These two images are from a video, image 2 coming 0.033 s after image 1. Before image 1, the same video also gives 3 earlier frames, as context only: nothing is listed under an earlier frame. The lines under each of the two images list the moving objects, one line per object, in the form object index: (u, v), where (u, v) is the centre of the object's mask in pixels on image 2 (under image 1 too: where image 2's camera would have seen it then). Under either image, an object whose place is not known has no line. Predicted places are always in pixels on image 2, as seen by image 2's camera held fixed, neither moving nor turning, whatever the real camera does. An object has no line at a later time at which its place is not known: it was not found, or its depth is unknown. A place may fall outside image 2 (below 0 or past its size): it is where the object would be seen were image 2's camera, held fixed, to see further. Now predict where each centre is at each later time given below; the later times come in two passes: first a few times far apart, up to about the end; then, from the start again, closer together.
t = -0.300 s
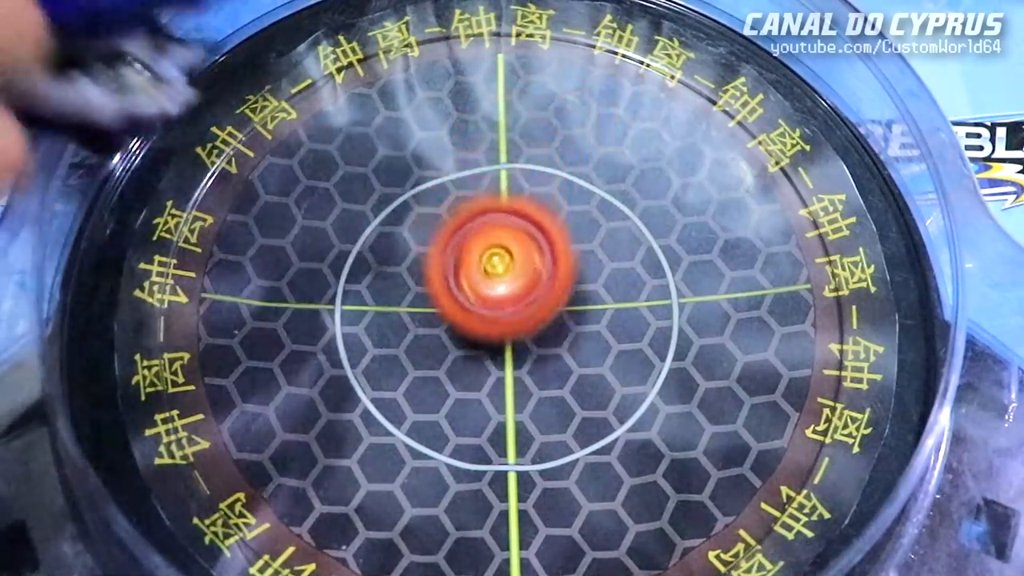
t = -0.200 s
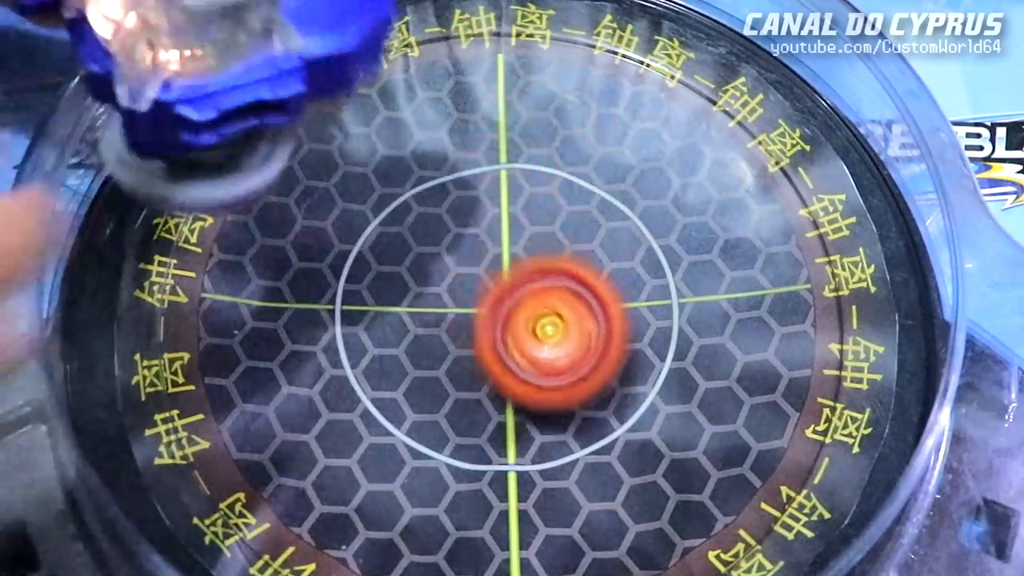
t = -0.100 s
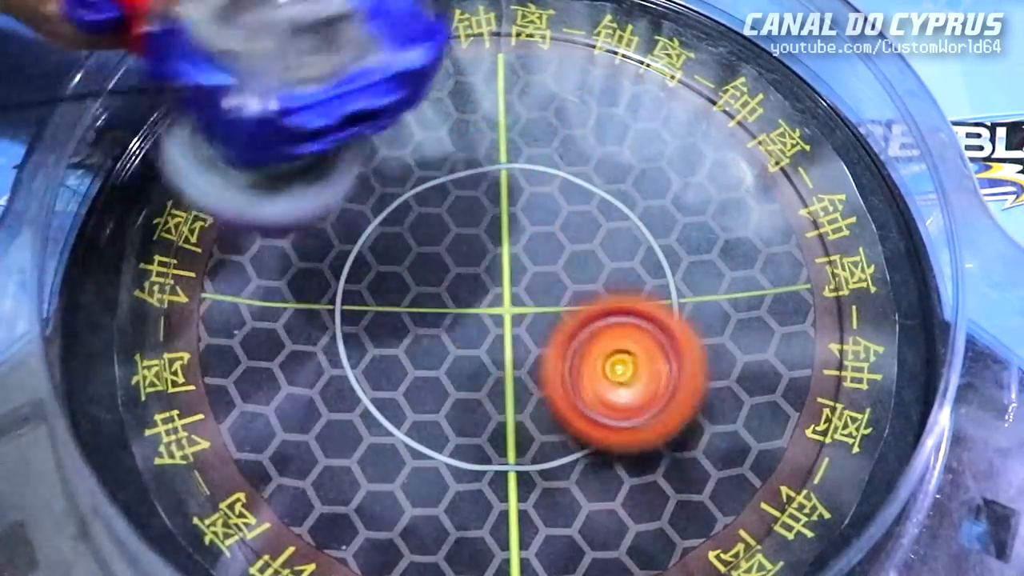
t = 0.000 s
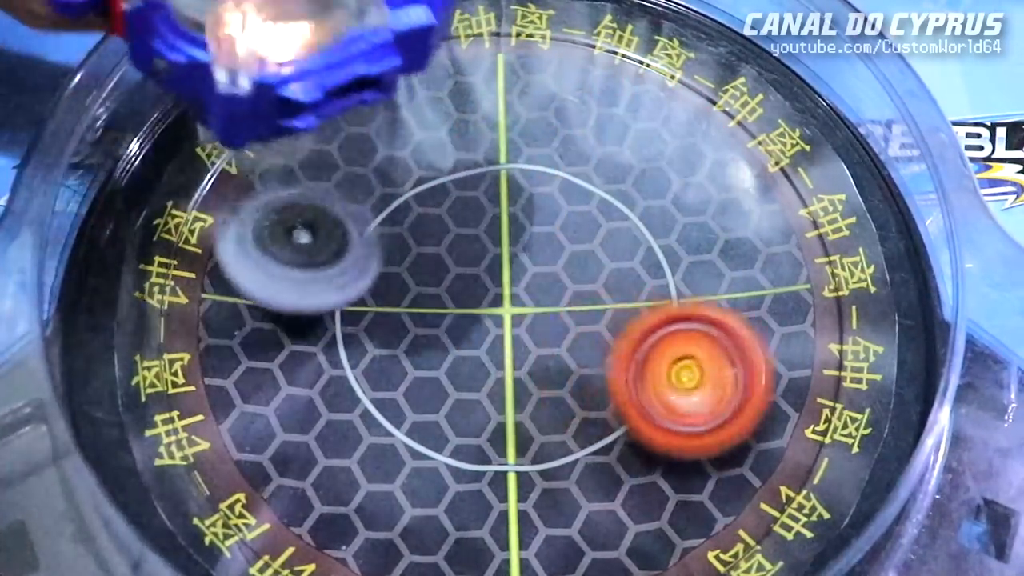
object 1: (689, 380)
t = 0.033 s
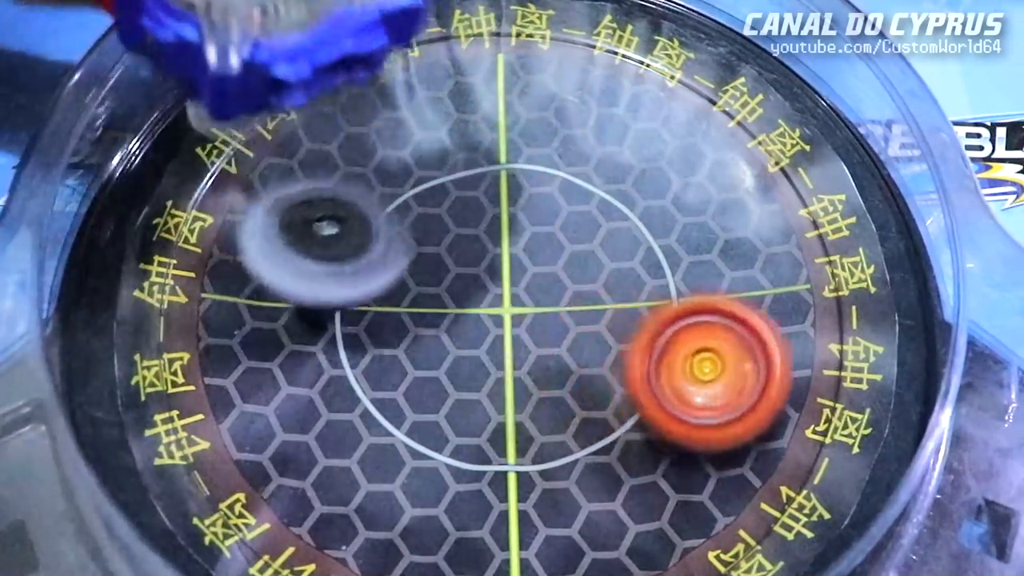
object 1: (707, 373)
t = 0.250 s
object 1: (785, 275)
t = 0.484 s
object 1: (827, 145)
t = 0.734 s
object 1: (617, 227)
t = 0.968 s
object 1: (420, 388)
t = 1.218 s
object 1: (463, 517)
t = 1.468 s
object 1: (586, 427)
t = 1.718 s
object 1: (522, 539)
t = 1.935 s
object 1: (479, 488)
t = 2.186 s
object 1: (392, 520)
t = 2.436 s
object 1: (410, 434)
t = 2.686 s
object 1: (303, 466)
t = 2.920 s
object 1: (390, 463)
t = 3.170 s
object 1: (497, 498)
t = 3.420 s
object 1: (454, 487)
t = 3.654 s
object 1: (459, 288)
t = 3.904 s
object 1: (695, 270)
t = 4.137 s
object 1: (616, 200)
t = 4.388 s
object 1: (490, 198)
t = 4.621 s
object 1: (510, 278)
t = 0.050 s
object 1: (714, 371)
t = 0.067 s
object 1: (721, 364)
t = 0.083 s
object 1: (727, 359)
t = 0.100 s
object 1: (730, 353)
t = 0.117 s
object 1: (735, 348)
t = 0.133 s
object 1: (738, 342)
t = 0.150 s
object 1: (739, 335)
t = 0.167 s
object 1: (741, 326)
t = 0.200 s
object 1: (737, 310)
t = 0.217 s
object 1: (737, 302)
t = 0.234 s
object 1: (755, 288)
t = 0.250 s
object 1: (785, 275)
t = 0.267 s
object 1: (812, 254)
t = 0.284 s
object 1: (834, 239)
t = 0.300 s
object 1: (841, 223)
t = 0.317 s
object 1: (845, 209)
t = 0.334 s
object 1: (848, 199)
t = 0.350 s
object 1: (851, 188)
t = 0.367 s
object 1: (852, 180)
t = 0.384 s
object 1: (851, 172)
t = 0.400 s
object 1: (849, 165)
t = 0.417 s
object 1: (846, 159)
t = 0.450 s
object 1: (838, 150)
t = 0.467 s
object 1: (833, 147)
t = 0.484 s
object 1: (827, 145)
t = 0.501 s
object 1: (821, 145)
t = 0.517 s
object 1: (813, 144)
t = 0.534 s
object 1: (805, 145)
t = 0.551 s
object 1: (796, 146)
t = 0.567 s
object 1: (784, 151)
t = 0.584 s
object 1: (771, 157)
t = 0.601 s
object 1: (758, 161)
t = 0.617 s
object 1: (741, 168)
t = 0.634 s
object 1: (724, 176)
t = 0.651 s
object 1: (706, 182)
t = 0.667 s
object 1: (690, 188)
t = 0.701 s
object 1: (653, 206)
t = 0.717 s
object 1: (635, 217)
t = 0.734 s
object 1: (617, 227)
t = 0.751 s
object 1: (599, 236)
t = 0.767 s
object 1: (582, 247)
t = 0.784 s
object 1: (563, 257)
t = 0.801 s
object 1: (546, 267)
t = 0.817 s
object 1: (529, 278)
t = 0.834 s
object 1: (512, 290)
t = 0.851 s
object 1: (498, 302)
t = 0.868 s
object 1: (484, 312)
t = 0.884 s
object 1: (470, 323)
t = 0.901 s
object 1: (457, 336)
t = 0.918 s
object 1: (445, 348)
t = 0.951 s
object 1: (427, 375)
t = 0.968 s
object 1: (420, 388)
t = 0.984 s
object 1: (414, 402)
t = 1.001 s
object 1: (410, 415)
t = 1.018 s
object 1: (408, 428)
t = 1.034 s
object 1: (406, 440)
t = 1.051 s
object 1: (407, 455)
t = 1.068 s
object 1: (408, 467)
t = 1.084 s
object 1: (411, 479)
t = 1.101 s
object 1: (414, 491)
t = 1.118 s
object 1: (419, 497)
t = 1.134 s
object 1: (424, 503)
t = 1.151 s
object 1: (431, 508)
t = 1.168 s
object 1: (437, 511)
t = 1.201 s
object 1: (455, 516)
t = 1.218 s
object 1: (463, 517)
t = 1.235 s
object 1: (473, 518)
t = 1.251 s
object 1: (483, 518)
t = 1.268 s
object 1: (492, 518)
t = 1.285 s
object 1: (502, 516)
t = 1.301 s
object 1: (510, 514)
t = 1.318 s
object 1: (520, 511)
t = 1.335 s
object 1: (528, 508)
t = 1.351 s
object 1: (538, 503)
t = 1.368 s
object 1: (546, 495)
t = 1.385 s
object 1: (554, 486)
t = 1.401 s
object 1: (562, 475)
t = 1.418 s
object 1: (568, 463)
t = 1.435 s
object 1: (574, 452)
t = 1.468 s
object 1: (586, 427)
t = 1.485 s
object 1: (589, 417)
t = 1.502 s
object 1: (588, 431)
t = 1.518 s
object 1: (585, 452)
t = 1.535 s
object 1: (580, 472)
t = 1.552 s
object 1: (574, 489)
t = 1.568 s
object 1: (568, 501)
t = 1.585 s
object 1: (562, 510)
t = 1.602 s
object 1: (556, 517)
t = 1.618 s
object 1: (551, 524)
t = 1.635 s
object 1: (545, 528)
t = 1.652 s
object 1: (541, 532)
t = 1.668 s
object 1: (536, 535)
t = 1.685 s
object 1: (531, 536)
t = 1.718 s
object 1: (522, 539)
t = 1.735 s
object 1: (518, 539)
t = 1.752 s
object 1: (514, 539)
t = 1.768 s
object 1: (510, 538)
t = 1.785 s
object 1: (506, 537)
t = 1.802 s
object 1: (502, 535)
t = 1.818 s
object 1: (499, 533)
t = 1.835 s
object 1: (495, 529)
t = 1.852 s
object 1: (492, 526)
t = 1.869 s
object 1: (489, 521)
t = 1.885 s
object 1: (486, 516)
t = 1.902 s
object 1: (484, 509)
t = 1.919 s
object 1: (481, 500)
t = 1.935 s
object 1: (479, 488)
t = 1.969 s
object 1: (474, 461)
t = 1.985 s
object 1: (473, 445)
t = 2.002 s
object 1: (472, 433)
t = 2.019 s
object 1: (471, 418)
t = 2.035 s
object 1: (470, 405)
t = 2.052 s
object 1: (464, 414)
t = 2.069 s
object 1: (455, 425)
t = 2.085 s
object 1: (445, 440)
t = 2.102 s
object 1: (435, 460)
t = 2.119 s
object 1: (424, 484)
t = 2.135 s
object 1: (416, 504)
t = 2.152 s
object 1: (408, 512)
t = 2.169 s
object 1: (400, 516)
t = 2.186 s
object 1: (392, 520)
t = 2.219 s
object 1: (383, 522)
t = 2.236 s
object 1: (380, 522)
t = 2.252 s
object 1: (379, 521)
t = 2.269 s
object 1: (380, 520)
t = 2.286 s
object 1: (381, 517)
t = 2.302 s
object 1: (381, 514)
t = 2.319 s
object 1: (383, 510)
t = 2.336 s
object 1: (386, 504)
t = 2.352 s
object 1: (389, 498)
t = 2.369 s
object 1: (392, 489)
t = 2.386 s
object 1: (397, 475)
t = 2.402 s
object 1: (403, 462)
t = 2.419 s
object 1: (406, 447)
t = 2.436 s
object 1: (410, 434)
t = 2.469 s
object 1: (419, 406)
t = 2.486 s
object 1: (423, 390)
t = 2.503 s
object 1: (427, 377)
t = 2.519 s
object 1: (430, 362)
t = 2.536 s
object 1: (433, 349)
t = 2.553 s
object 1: (438, 334)
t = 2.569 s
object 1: (442, 320)
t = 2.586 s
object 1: (446, 306)
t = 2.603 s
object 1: (431, 311)
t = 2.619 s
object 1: (407, 337)
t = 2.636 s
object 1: (381, 365)
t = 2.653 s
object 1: (354, 399)
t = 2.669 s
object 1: (328, 438)
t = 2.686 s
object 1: (303, 466)
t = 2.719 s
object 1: (265, 506)
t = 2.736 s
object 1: (264, 508)
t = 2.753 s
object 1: (267, 507)
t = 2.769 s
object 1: (274, 508)
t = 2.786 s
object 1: (283, 509)
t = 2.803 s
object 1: (293, 511)
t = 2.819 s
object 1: (304, 508)
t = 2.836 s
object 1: (317, 504)
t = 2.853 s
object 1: (332, 499)
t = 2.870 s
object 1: (344, 493)
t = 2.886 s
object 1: (359, 484)
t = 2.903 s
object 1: (374, 474)
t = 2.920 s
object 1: (390, 463)
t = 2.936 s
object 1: (407, 451)
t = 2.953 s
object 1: (421, 437)
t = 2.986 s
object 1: (451, 410)
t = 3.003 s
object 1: (465, 396)
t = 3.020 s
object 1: (479, 382)
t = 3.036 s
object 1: (491, 369)
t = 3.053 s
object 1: (503, 353)
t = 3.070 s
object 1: (507, 349)
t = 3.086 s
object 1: (507, 369)
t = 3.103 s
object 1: (505, 393)
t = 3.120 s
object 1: (503, 423)
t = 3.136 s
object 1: (502, 457)
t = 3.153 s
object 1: (500, 482)
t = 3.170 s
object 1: (497, 498)
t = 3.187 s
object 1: (497, 511)
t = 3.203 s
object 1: (494, 519)
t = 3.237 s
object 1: (489, 529)
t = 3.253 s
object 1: (485, 532)
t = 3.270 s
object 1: (482, 533)
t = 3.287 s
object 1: (479, 533)
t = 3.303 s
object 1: (475, 532)
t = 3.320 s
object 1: (470, 531)
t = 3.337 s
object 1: (466, 528)
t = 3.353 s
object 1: (463, 524)
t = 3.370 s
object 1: (462, 517)
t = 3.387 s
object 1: (458, 509)
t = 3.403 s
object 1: (456, 500)
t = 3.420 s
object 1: (454, 487)
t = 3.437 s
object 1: (454, 472)
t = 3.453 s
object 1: (453, 455)
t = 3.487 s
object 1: (450, 423)
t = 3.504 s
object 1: (450, 409)
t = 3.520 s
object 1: (451, 393)
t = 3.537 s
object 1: (450, 379)
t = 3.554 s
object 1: (450, 364)
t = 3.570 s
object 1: (449, 349)
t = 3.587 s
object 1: (450, 335)
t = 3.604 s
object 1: (449, 321)
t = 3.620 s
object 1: (447, 306)
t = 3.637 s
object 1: (447, 291)
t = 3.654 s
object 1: (459, 288)
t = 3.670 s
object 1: (489, 291)
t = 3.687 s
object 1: (513, 293)
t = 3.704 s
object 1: (537, 295)
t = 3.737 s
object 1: (583, 296)
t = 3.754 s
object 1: (603, 297)
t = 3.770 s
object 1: (620, 296)
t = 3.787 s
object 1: (637, 294)
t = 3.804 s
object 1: (652, 293)
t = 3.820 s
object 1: (664, 291)
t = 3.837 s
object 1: (674, 287)
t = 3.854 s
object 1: (682, 284)
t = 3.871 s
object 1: (689, 280)
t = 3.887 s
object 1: (693, 276)
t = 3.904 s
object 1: (695, 270)
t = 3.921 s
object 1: (695, 264)
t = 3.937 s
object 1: (695, 261)
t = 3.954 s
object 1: (694, 255)
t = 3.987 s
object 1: (686, 244)
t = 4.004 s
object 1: (680, 239)
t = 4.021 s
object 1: (676, 234)
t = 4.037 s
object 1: (668, 229)
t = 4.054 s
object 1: (662, 224)
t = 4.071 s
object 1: (651, 218)
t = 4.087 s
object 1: (643, 214)
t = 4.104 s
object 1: (635, 209)
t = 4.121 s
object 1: (626, 205)
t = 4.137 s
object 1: (616, 200)
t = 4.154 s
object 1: (606, 197)
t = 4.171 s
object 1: (599, 192)
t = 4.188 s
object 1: (588, 190)
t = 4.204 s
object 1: (580, 187)
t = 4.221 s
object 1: (568, 186)
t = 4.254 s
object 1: (550, 186)
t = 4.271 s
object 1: (542, 186)
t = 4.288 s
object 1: (532, 187)
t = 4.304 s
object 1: (524, 188)
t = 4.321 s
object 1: (516, 189)
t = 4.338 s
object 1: (509, 191)
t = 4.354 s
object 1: (501, 192)
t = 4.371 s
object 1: (495, 195)
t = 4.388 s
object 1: (490, 198)
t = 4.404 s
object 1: (485, 201)
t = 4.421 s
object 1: (481, 204)
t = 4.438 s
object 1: (478, 209)
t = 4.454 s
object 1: (478, 214)
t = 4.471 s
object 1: (477, 220)
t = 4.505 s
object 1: (479, 230)
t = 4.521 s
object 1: (483, 237)
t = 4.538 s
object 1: (486, 243)
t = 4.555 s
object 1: (491, 250)
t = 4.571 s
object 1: (495, 258)
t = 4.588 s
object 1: (501, 266)
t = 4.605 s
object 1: (505, 271)
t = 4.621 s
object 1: (510, 278)
